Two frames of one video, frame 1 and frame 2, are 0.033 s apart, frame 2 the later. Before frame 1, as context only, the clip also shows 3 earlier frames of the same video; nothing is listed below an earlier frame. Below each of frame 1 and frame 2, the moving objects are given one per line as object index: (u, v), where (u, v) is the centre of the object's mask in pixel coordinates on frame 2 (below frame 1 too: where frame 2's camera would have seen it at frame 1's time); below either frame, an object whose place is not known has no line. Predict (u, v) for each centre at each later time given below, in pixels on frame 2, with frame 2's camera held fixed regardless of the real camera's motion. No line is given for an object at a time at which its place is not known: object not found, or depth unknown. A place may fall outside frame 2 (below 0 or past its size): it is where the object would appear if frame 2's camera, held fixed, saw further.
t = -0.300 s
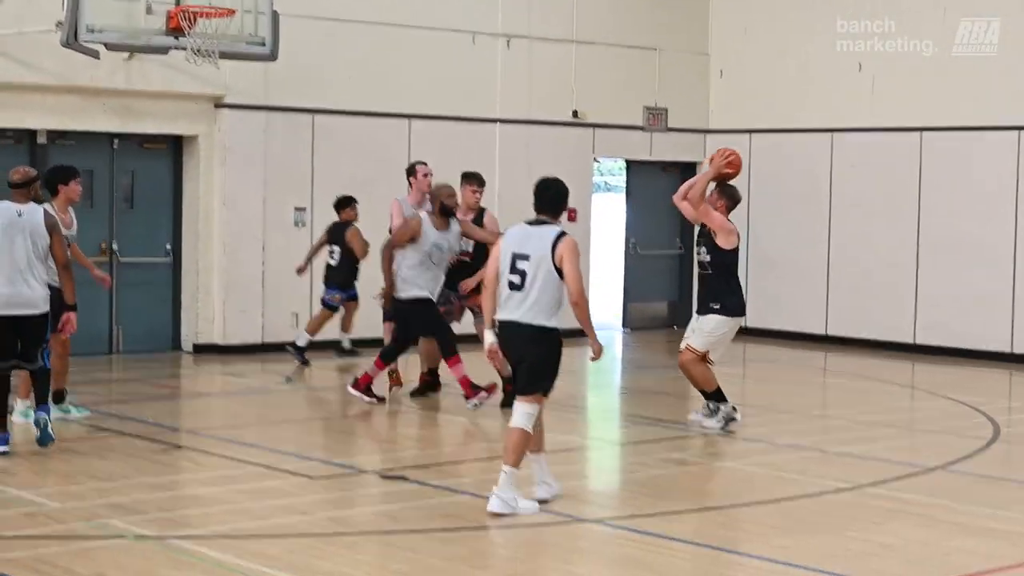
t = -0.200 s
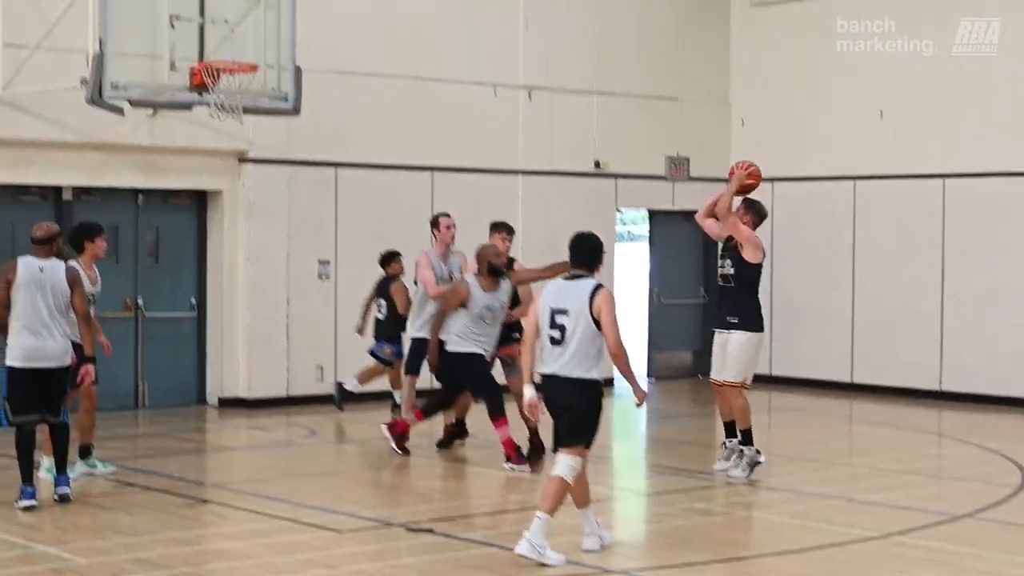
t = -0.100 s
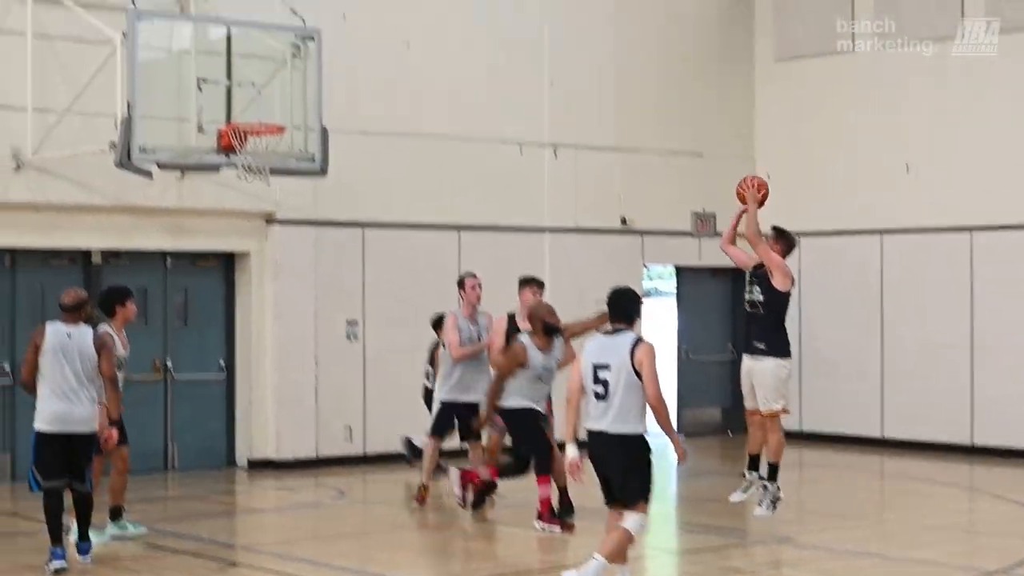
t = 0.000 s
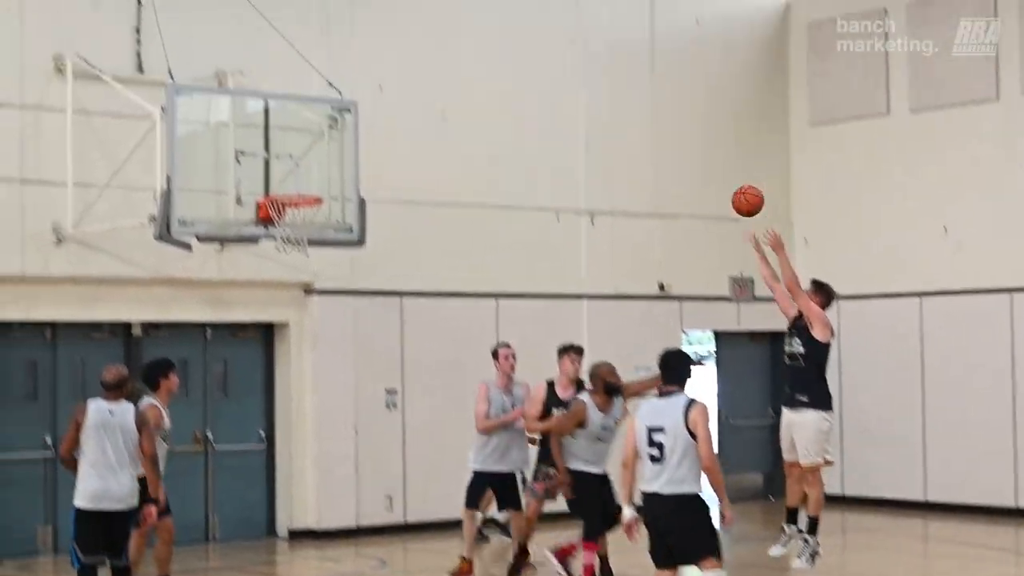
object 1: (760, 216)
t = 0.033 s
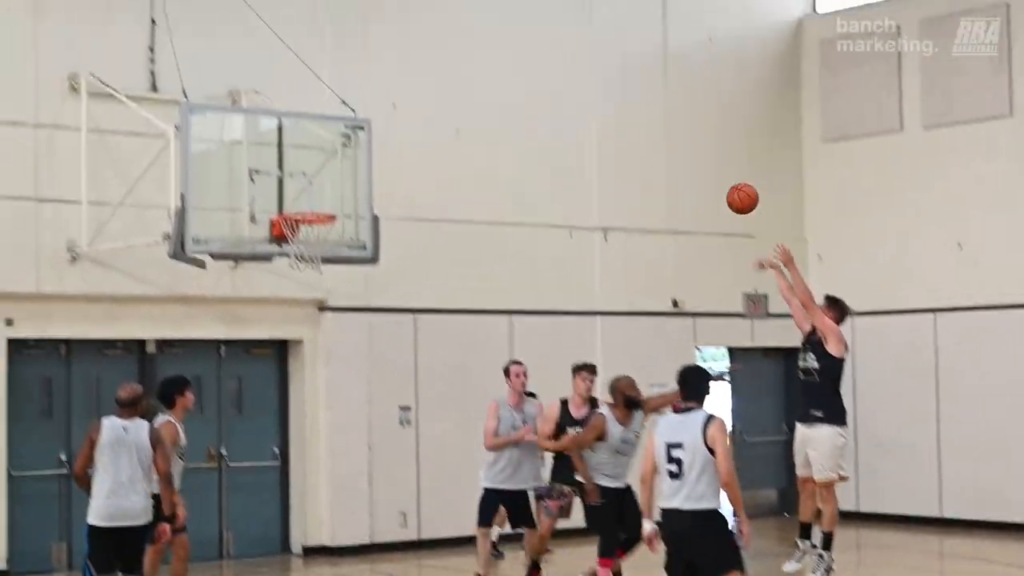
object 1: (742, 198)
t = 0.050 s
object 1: (733, 189)
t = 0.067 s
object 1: (724, 181)
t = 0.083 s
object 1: (715, 173)
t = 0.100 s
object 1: (706, 165)
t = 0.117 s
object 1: (697, 158)
